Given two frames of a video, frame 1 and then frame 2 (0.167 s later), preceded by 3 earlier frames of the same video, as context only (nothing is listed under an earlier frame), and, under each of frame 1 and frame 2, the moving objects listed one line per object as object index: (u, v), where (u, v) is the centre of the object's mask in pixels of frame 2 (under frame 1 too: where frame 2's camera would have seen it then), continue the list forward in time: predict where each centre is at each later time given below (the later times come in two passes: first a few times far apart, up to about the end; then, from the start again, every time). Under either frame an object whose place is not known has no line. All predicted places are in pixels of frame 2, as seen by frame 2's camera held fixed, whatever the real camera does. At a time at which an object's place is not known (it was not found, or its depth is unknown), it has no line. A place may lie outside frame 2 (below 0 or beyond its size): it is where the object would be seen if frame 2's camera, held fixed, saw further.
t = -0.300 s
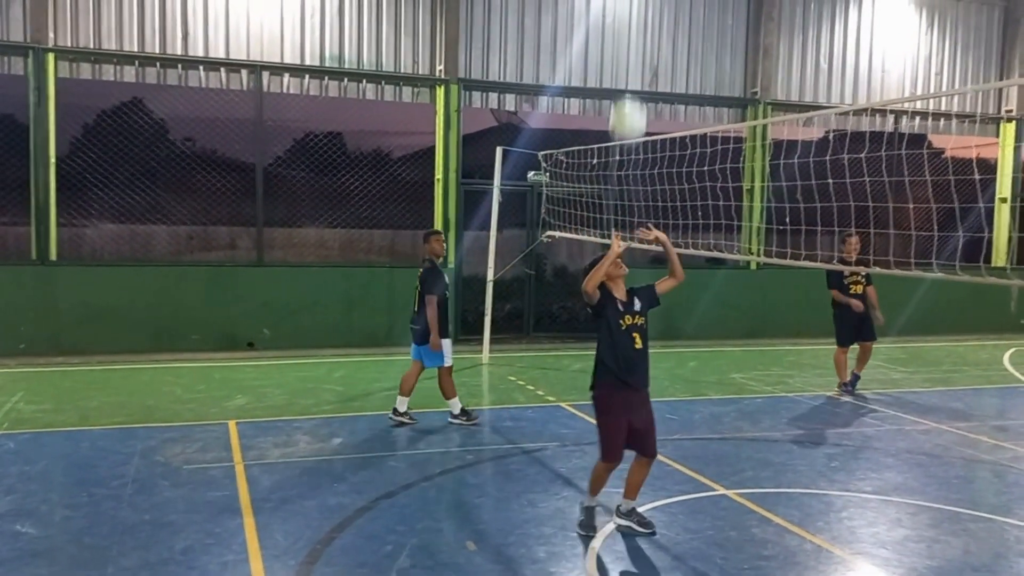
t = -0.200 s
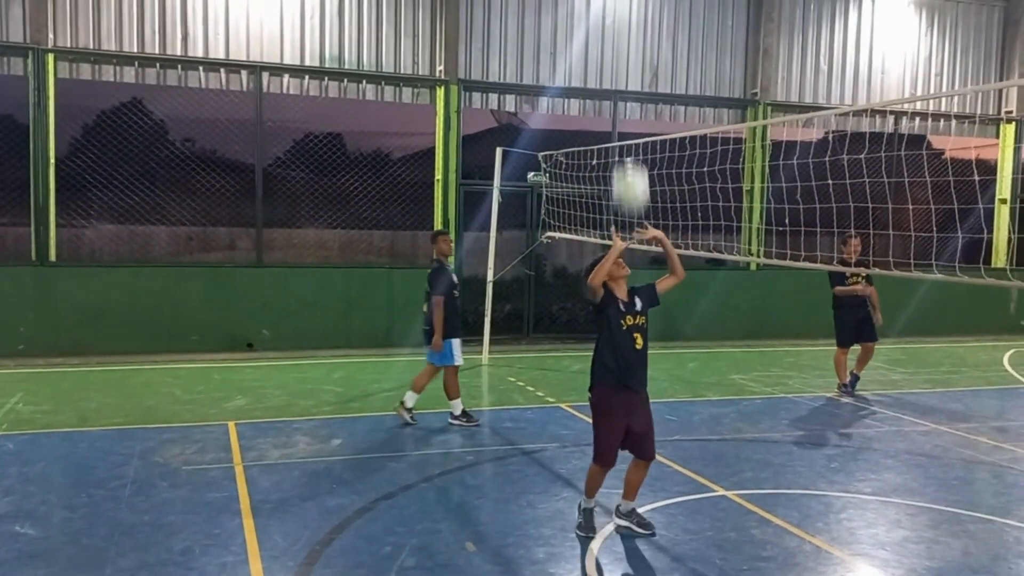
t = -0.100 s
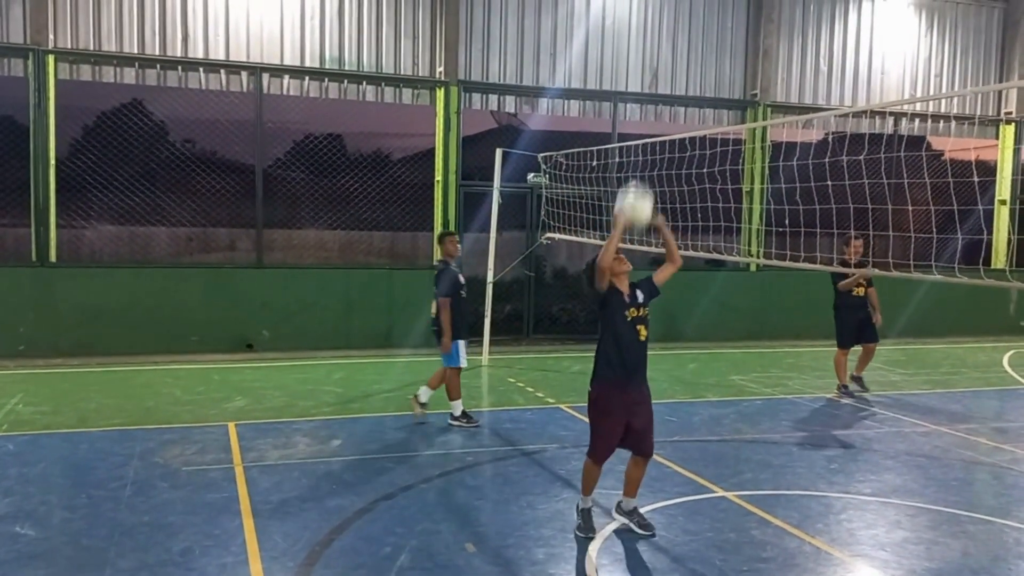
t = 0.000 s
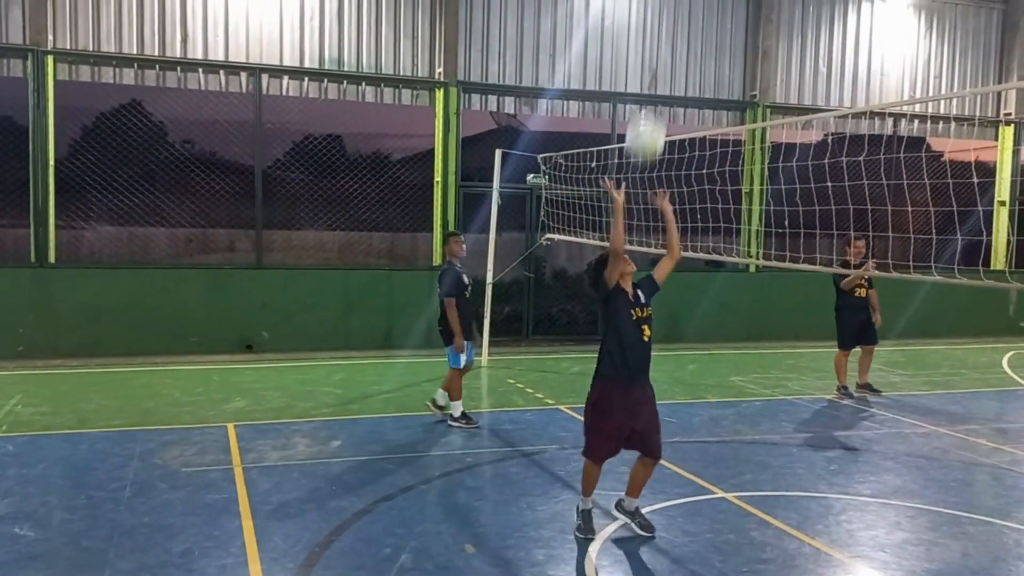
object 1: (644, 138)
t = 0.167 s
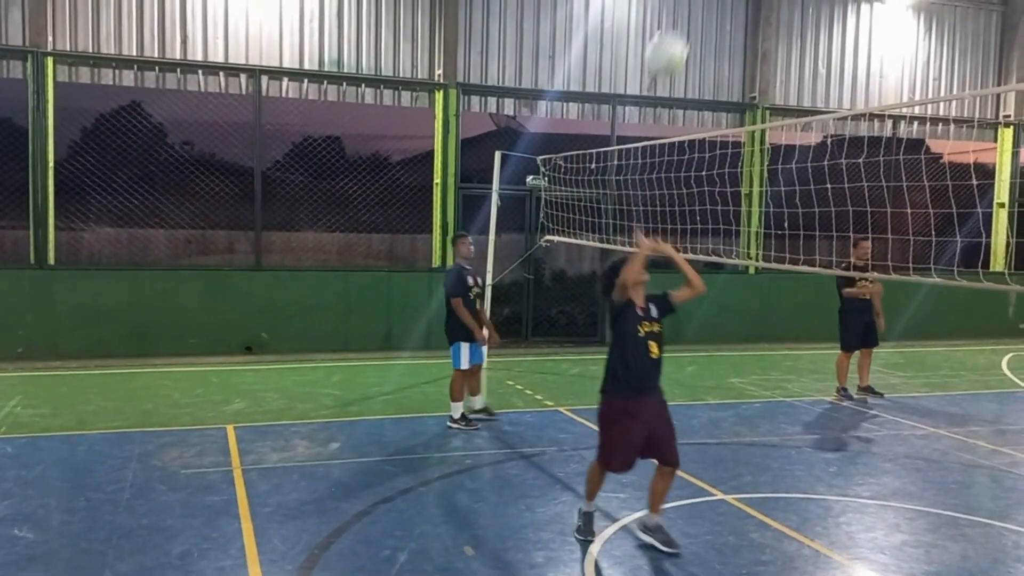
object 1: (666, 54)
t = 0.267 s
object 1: (679, 24)
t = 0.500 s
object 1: (705, 29)
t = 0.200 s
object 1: (671, 41)
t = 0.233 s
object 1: (675, 31)
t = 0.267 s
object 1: (679, 24)
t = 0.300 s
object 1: (683, 19)
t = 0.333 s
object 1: (687, 16)
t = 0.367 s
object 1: (690, 15)
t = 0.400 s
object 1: (694, 16)
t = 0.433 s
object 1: (698, 17)
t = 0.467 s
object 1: (702, 22)
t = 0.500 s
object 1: (705, 29)
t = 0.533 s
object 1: (709, 39)
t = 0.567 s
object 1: (713, 51)
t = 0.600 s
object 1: (717, 66)
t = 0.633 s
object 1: (719, 83)
